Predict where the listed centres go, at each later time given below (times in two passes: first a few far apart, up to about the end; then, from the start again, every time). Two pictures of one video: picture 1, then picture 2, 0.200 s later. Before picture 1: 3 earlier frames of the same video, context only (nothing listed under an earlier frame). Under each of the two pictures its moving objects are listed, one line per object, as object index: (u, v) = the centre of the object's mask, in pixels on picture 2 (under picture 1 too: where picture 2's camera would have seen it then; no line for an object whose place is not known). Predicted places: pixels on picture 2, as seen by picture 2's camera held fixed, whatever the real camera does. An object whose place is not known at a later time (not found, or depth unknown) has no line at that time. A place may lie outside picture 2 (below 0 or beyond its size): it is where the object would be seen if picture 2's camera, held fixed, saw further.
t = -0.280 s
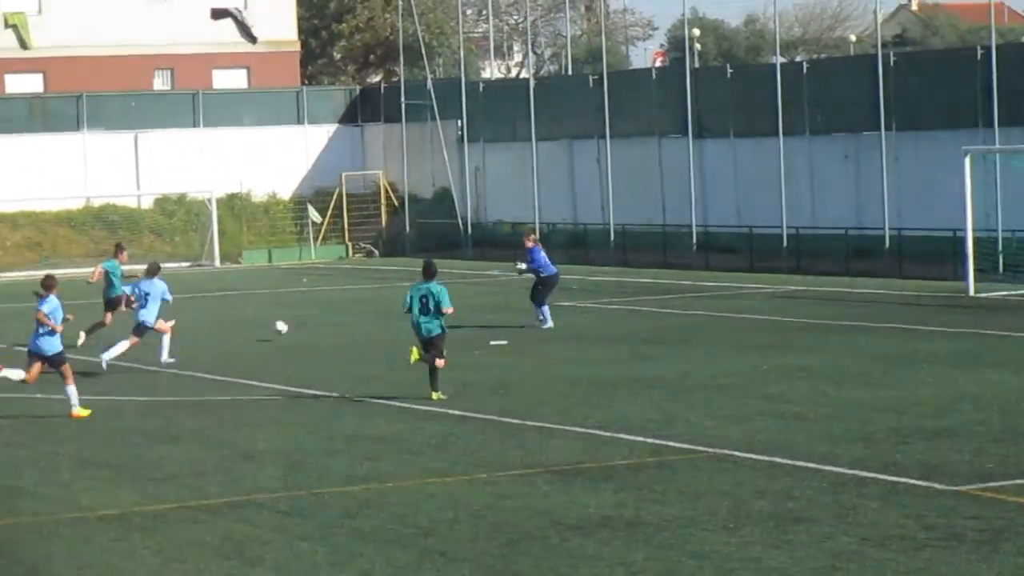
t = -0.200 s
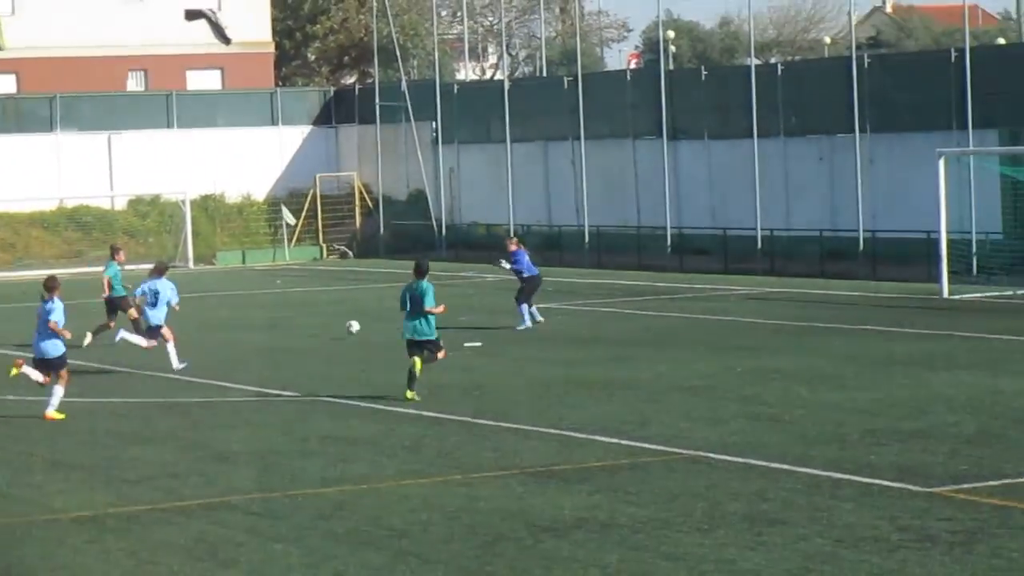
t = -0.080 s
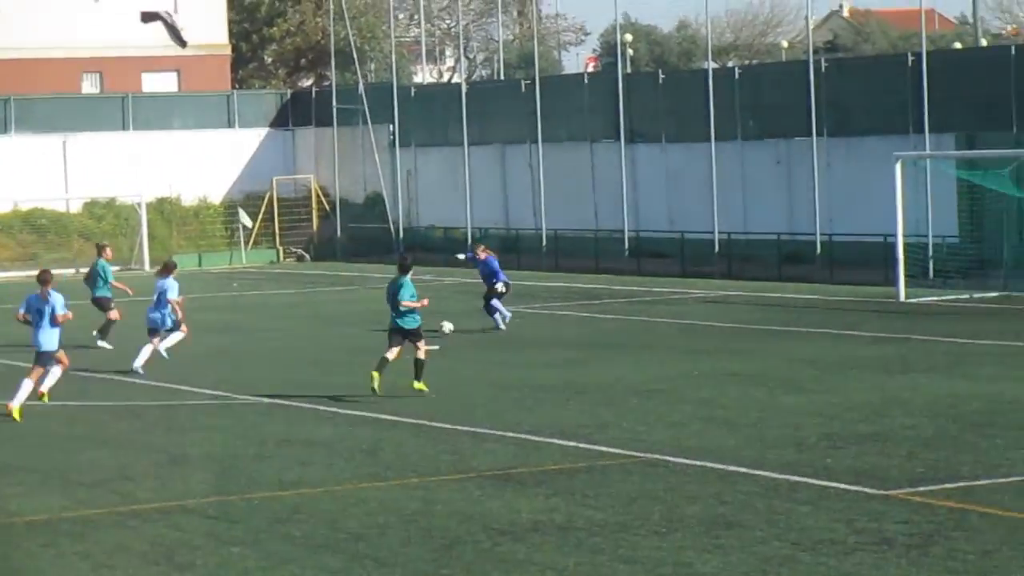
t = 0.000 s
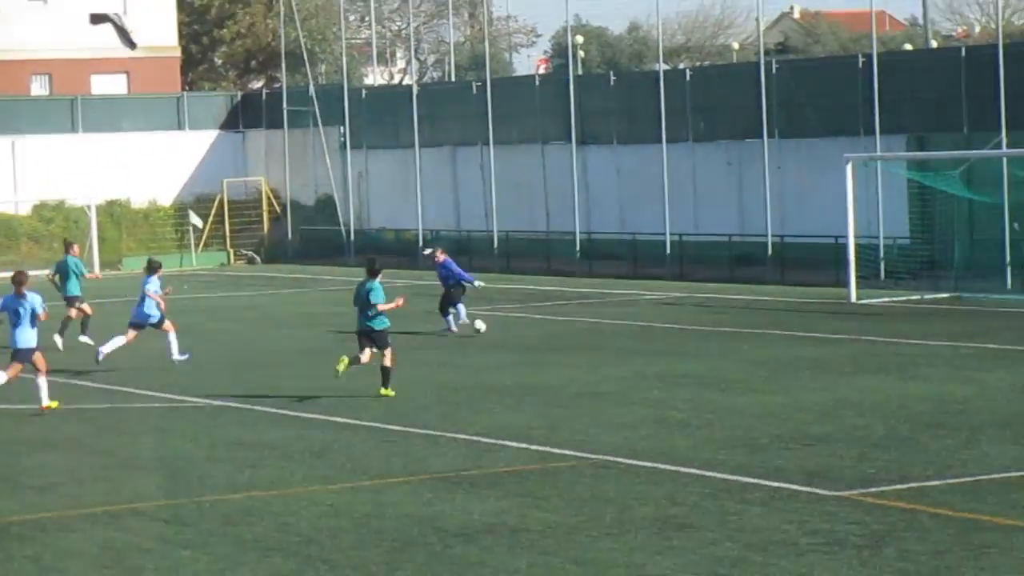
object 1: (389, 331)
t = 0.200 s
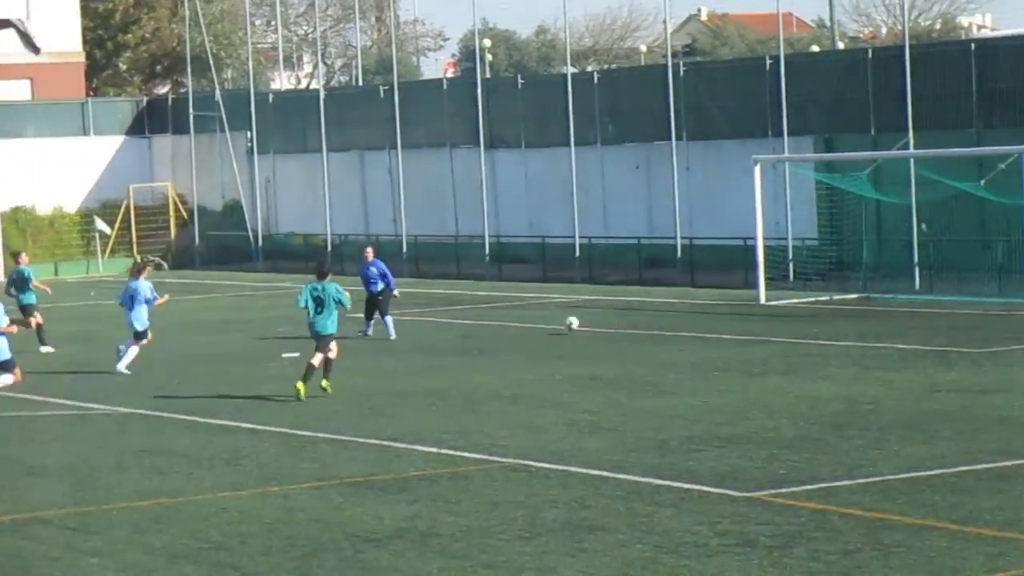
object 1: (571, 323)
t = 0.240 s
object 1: (607, 322)
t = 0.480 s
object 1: (782, 315)
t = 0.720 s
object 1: (932, 307)
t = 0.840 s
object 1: (1000, 306)
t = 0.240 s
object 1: (607, 322)
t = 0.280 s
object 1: (638, 323)
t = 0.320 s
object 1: (669, 319)
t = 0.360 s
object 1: (698, 317)
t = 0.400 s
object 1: (727, 315)
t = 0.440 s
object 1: (755, 316)
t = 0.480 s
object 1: (782, 315)
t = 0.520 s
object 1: (808, 315)
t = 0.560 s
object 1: (834, 313)
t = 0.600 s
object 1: (858, 311)
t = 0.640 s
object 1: (882, 309)
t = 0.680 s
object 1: (907, 308)
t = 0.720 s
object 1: (932, 307)
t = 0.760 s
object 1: (954, 307)
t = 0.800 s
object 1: (978, 306)
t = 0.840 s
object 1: (1000, 306)
